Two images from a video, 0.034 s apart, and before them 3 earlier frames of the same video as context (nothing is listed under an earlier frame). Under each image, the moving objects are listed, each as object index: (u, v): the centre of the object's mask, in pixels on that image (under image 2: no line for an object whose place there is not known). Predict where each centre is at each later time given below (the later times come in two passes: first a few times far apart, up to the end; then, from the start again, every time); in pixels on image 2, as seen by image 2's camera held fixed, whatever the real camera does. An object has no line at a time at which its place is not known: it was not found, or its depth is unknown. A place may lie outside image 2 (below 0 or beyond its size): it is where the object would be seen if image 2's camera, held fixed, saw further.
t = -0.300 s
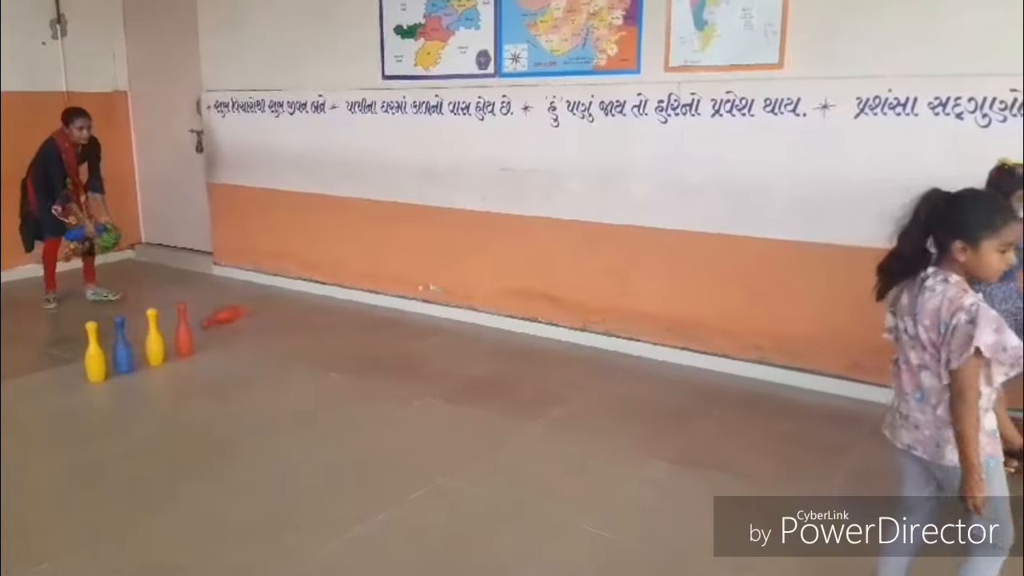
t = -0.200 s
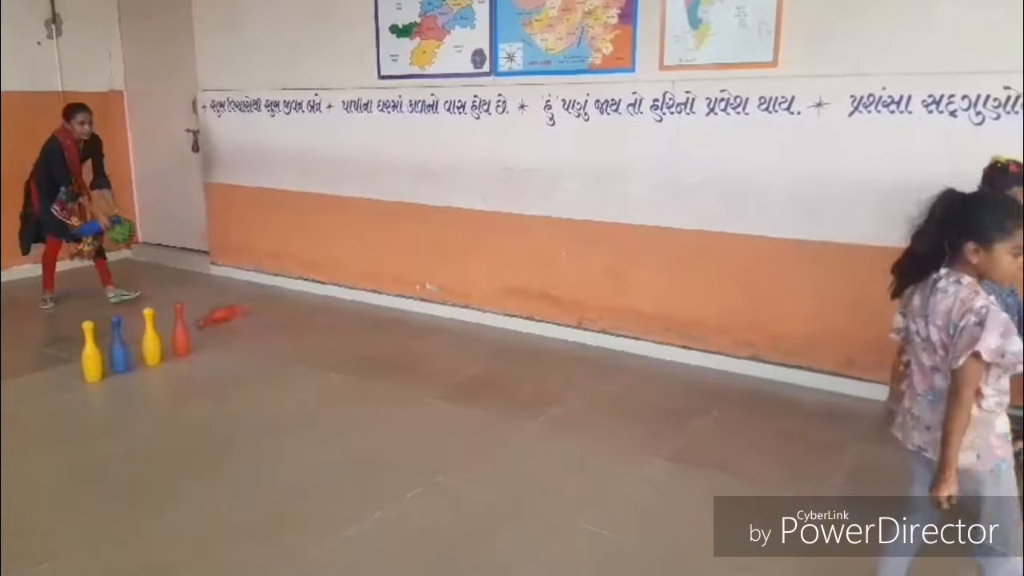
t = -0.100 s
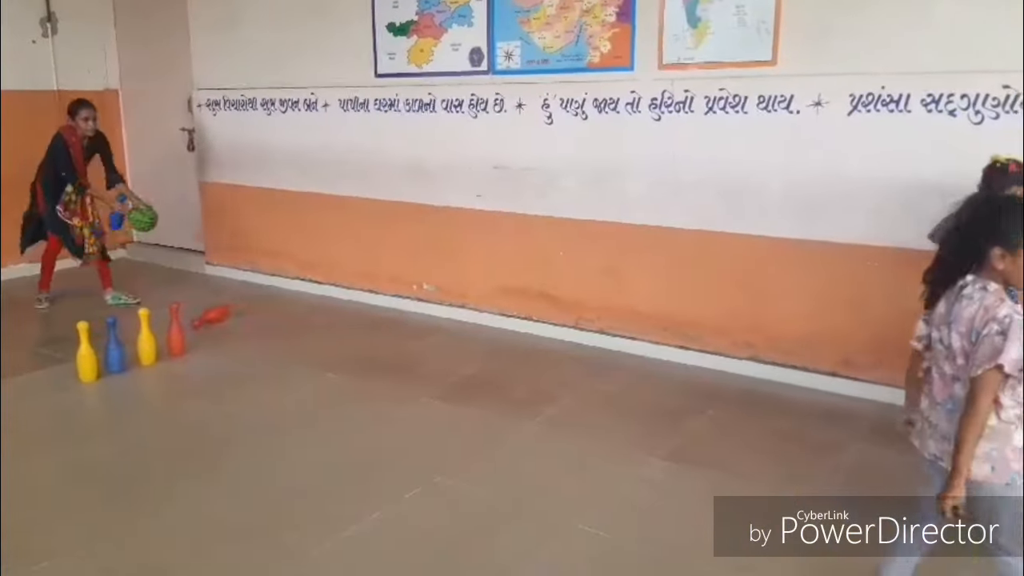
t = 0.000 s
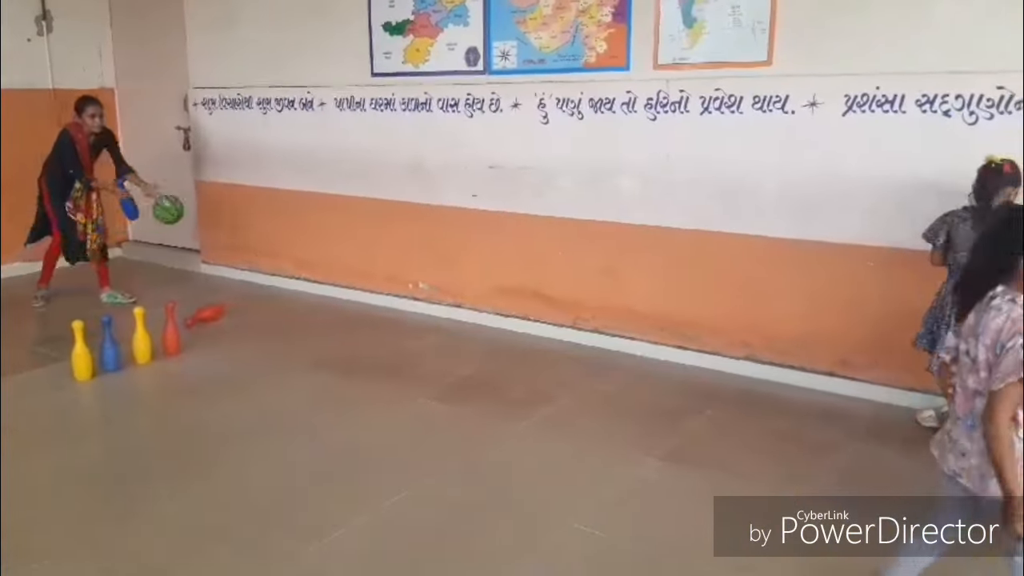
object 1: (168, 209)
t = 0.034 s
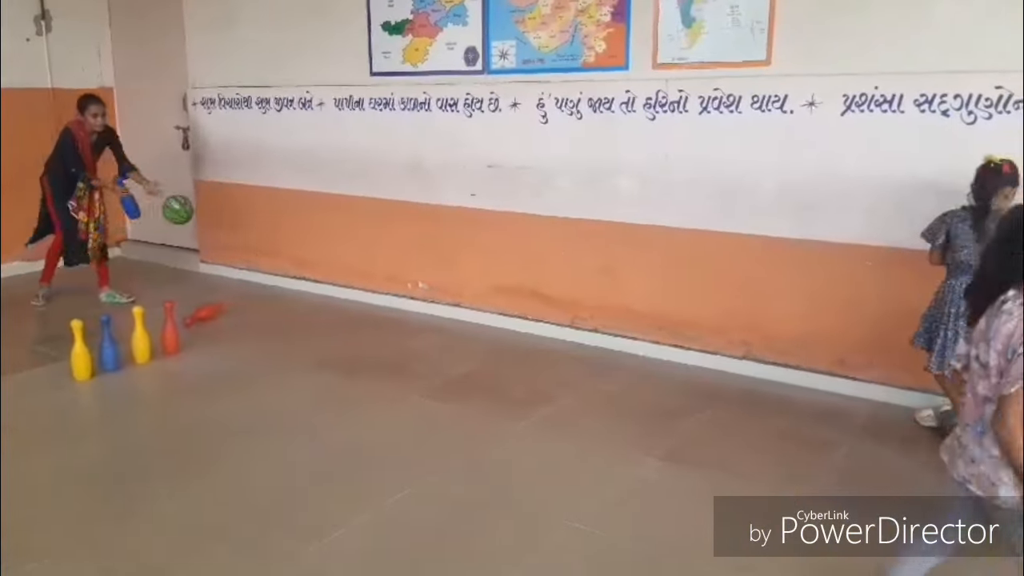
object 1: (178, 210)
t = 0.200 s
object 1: (237, 244)
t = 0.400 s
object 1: (314, 333)
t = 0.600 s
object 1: (352, 305)
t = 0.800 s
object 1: (396, 353)
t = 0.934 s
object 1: (423, 351)
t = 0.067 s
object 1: (189, 212)
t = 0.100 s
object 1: (200, 218)
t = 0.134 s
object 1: (212, 226)
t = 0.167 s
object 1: (224, 234)
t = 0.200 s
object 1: (237, 244)
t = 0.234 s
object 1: (250, 257)
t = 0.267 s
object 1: (264, 273)
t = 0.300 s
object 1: (278, 290)
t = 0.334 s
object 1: (292, 312)
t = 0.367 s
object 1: (306, 334)
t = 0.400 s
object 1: (314, 333)
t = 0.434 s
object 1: (320, 324)
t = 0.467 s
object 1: (326, 316)
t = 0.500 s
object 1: (332, 308)
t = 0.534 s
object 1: (338, 306)
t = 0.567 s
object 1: (344, 305)
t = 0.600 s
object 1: (352, 305)
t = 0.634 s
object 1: (358, 306)
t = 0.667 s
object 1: (366, 310)
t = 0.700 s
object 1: (373, 317)
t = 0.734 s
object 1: (380, 327)
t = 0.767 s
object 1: (388, 338)
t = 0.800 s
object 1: (396, 353)
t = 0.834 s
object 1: (402, 362)
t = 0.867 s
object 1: (410, 357)
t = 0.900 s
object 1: (417, 353)
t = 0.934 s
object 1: (423, 351)
